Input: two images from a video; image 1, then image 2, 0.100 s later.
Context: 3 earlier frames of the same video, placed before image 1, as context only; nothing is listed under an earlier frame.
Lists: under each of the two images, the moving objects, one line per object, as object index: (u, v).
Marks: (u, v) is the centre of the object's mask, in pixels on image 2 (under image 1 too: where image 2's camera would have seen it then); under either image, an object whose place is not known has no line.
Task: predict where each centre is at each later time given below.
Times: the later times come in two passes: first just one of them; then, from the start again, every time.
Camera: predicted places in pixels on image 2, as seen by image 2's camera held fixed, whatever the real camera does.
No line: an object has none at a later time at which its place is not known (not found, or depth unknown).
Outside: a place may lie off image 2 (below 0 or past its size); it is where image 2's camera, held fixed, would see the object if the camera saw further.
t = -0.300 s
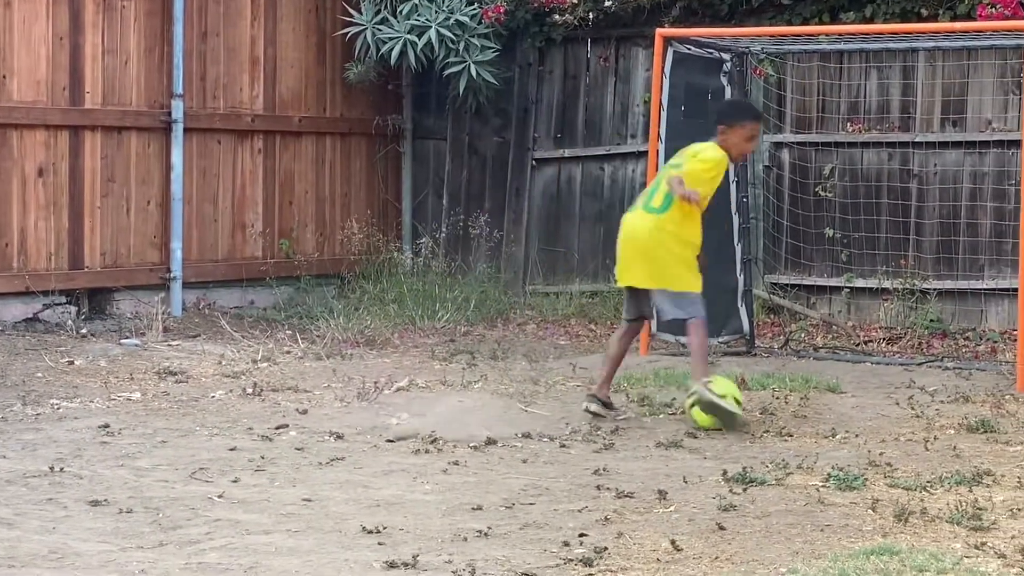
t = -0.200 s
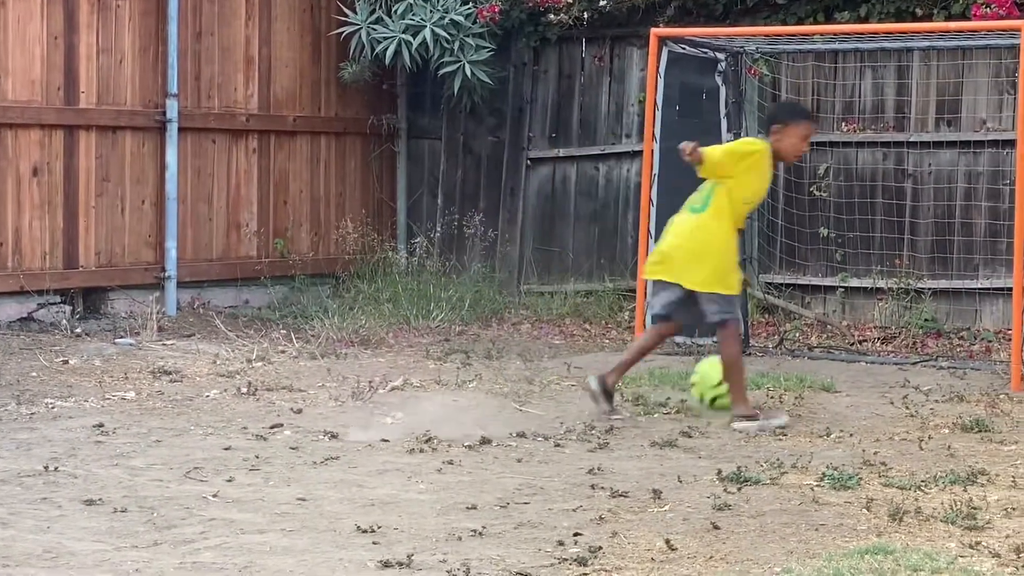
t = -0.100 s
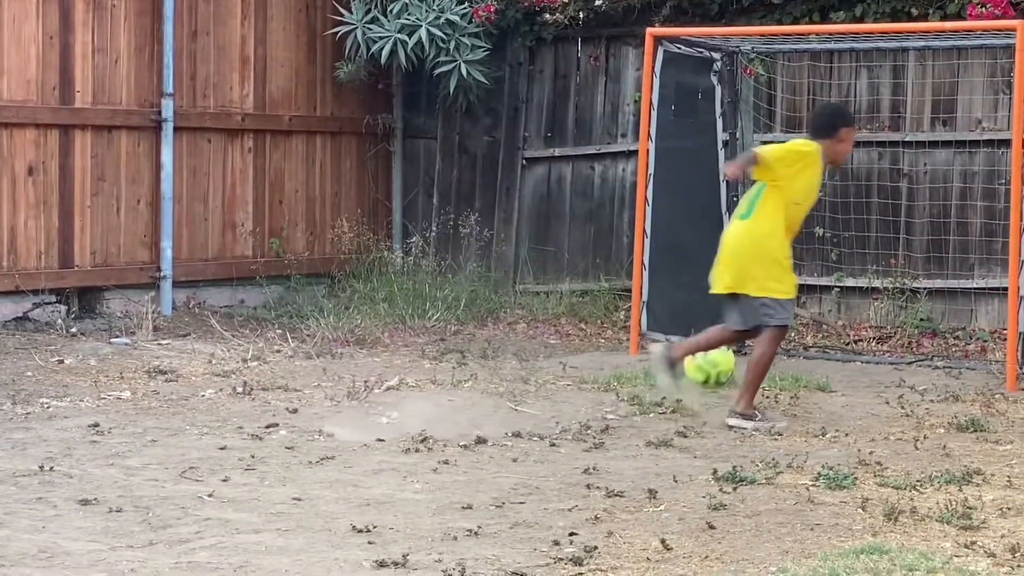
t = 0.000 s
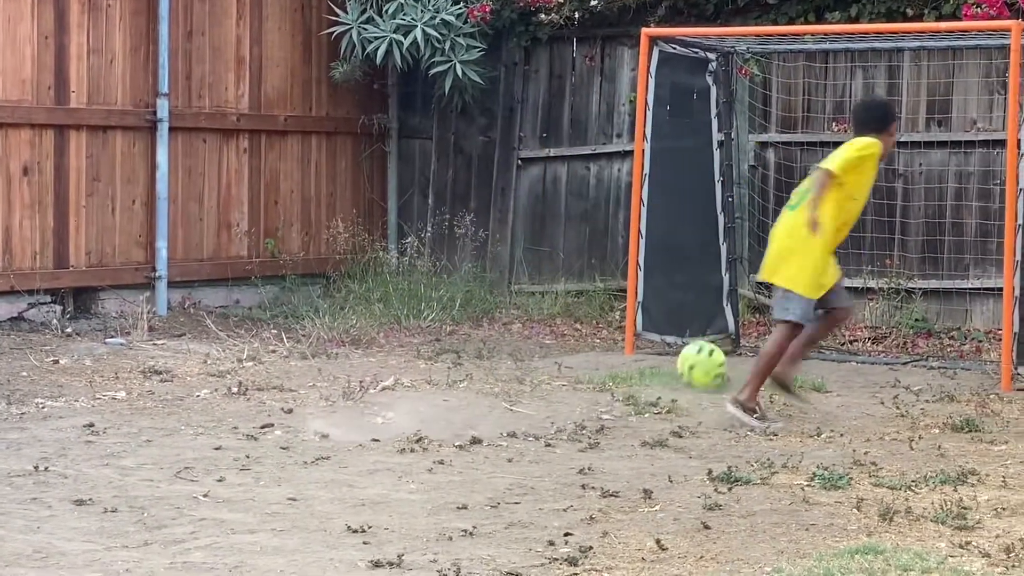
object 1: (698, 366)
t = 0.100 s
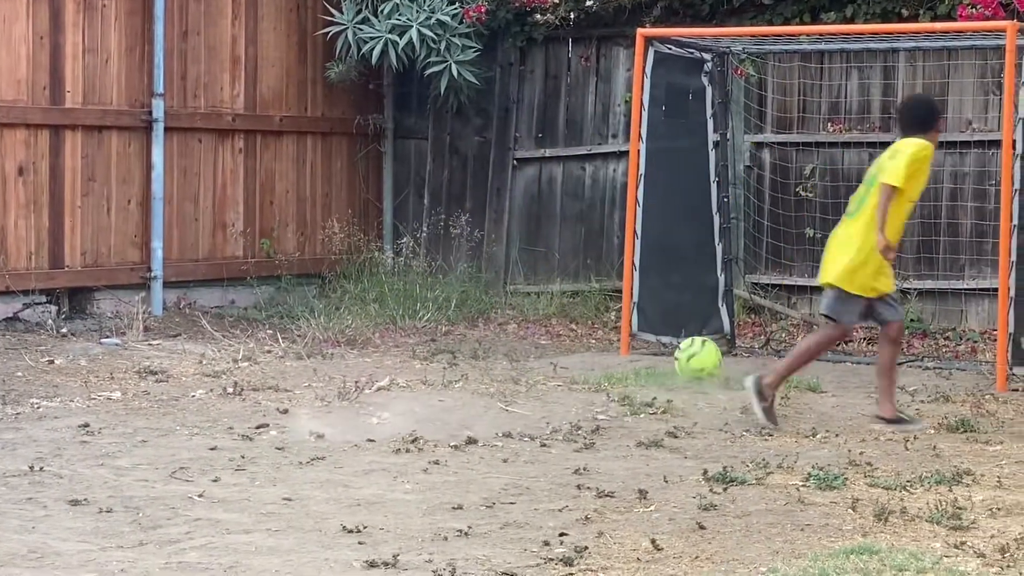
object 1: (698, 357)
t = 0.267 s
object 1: (702, 349)
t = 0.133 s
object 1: (698, 358)
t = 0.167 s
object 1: (698, 356)
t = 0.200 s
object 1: (700, 353)
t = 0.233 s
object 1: (701, 350)
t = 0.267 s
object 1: (702, 349)
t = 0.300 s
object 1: (703, 352)
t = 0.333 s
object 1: (703, 347)
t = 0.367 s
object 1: (705, 342)
